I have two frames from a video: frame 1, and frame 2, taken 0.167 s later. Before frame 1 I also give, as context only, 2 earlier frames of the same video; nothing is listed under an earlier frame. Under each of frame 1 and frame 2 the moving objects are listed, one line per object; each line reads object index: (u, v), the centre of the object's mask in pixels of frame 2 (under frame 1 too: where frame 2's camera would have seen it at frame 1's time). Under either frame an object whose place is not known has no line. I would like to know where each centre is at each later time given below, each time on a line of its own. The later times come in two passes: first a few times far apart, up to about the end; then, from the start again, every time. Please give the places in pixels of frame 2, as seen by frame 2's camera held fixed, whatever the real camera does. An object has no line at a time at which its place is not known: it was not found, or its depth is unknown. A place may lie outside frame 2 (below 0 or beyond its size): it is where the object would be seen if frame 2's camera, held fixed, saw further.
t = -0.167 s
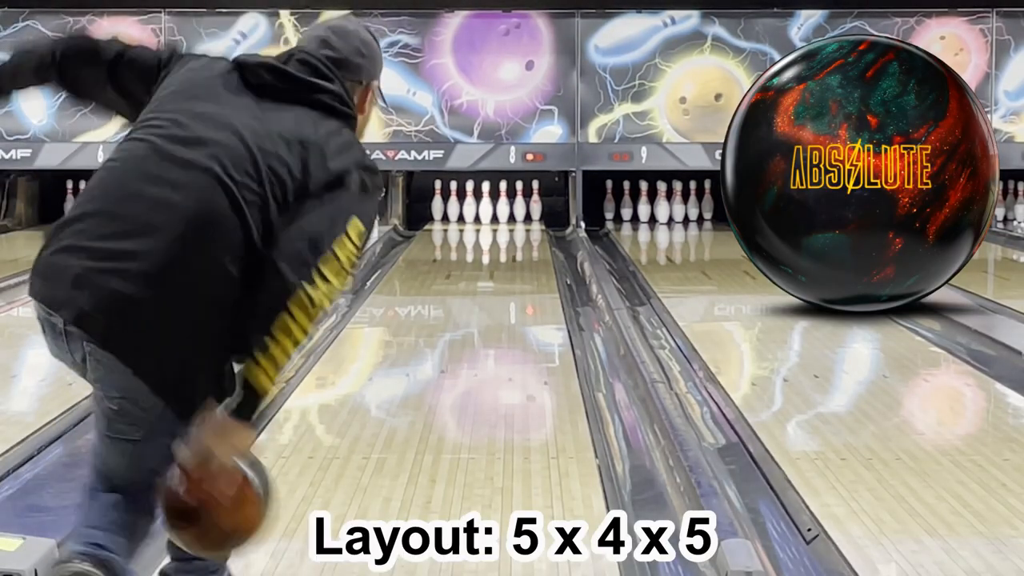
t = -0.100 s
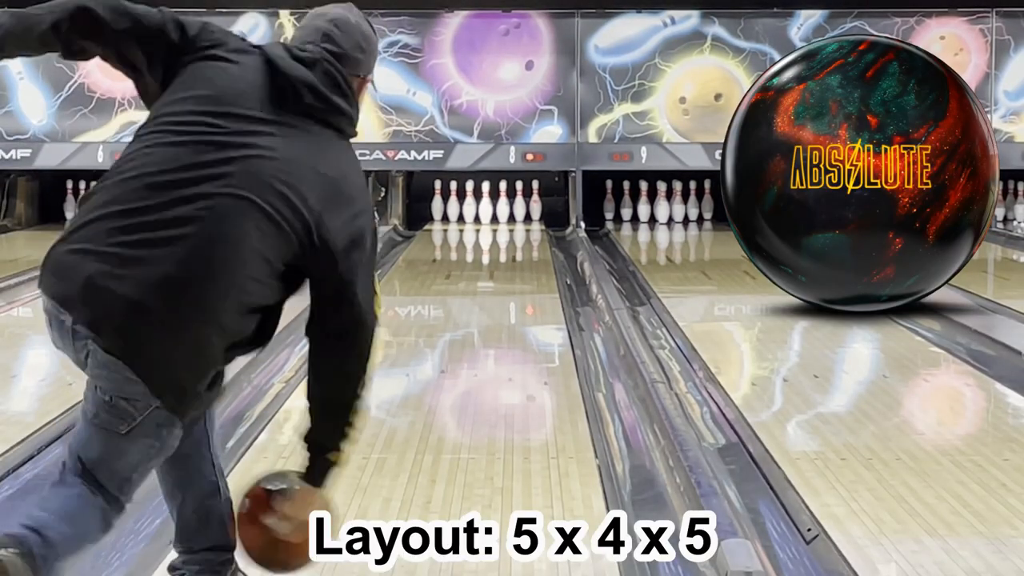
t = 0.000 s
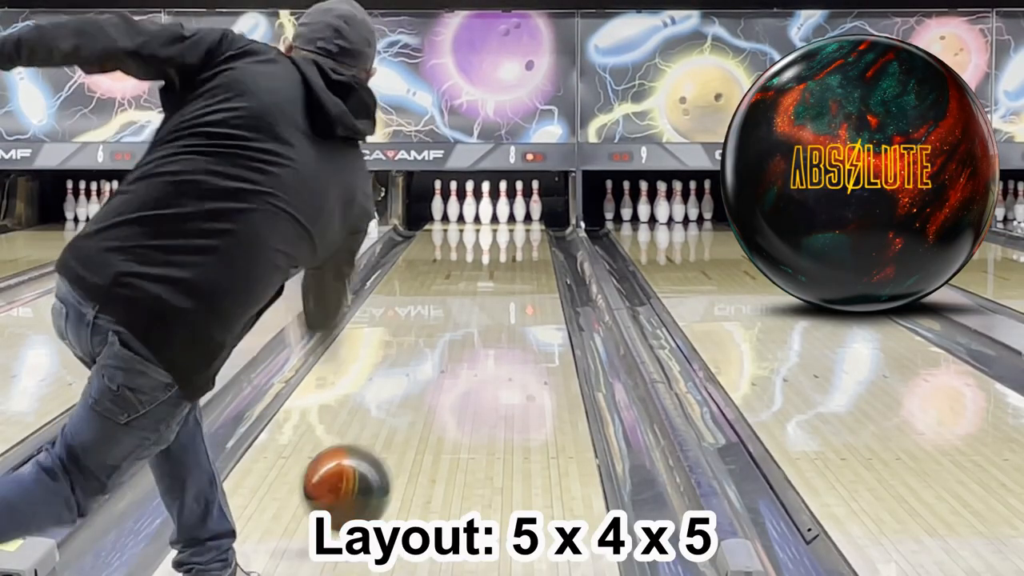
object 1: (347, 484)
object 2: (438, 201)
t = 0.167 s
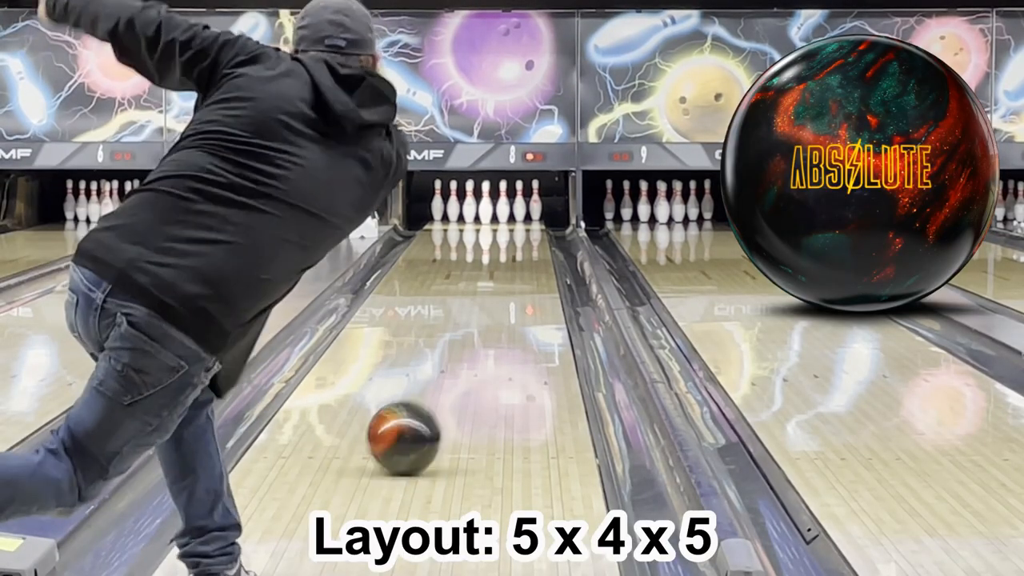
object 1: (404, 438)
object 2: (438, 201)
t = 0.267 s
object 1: (429, 406)
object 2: (438, 201)
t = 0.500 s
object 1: (472, 352)
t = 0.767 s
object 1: (503, 311)
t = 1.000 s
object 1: (522, 286)
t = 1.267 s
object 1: (534, 262)
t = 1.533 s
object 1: (541, 245)
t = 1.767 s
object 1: (539, 233)
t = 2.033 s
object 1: (524, 223)
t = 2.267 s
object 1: (502, 216)
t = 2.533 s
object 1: (488, 210)
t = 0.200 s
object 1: (413, 426)
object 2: (438, 201)
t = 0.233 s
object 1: (421, 416)
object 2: (438, 201)
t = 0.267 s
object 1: (429, 406)
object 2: (438, 201)
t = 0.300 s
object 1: (436, 397)
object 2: (438, 201)
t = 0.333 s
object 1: (443, 388)
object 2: (438, 201)
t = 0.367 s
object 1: (450, 380)
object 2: (438, 201)
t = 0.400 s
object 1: (456, 372)
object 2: (438, 201)
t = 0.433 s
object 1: (462, 365)
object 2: (438, 201)
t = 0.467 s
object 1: (467, 358)
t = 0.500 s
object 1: (472, 352)
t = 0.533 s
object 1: (477, 346)
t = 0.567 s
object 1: (481, 340)
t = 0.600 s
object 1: (485, 335)
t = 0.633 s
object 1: (489, 330)
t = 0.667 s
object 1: (493, 325)
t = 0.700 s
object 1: (497, 320)
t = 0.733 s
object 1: (500, 316)
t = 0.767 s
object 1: (503, 311)
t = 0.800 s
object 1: (506, 307)
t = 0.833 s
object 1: (509, 303)
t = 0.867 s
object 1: (512, 299)
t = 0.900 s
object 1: (514, 295)
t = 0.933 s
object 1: (517, 292)
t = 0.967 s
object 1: (519, 289)
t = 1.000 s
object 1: (522, 286)
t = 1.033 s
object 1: (524, 282)
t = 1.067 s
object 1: (525, 279)
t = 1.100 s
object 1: (527, 276)
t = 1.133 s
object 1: (529, 273)
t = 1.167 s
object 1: (531, 270)
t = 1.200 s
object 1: (532, 267)
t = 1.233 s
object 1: (533, 265)
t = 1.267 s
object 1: (534, 262)
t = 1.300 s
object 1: (536, 260)
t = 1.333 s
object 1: (537, 257)
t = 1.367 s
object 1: (538, 255)
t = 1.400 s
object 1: (539, 253)
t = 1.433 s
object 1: (540, 251)
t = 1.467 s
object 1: (540, 249)
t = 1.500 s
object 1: (541, 246)
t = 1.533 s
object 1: (541, 245)
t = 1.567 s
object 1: (542, 243)
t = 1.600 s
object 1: (542, 241)
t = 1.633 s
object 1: (541, 239)
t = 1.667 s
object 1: (541, 237)
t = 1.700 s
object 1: (540, 236)
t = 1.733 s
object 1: (540, 234)
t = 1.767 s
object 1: (539, 233)
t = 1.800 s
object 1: (537, 231)
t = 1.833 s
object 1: (536, 230)
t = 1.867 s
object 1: (534, 228)
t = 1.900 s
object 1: (533, 227)
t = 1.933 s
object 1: (531, 226)
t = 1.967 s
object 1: (528, 225)
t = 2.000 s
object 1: (526, 224)
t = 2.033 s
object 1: (524, 223)
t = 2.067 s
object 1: (521, 222)
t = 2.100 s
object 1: (518, 220)
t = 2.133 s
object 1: (514, 220)
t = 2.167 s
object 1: (511, 219)
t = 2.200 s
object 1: (509, 217)
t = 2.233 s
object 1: (505, 216)
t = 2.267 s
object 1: (502, 216)
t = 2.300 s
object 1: (500, 215)
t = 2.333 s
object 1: (497, 214)
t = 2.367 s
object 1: (494, 213)
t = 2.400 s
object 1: (493, 212)
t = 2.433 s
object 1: (492, 212)
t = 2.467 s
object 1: (491, 212)
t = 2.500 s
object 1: (490, 211)
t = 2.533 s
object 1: (488, 210)
